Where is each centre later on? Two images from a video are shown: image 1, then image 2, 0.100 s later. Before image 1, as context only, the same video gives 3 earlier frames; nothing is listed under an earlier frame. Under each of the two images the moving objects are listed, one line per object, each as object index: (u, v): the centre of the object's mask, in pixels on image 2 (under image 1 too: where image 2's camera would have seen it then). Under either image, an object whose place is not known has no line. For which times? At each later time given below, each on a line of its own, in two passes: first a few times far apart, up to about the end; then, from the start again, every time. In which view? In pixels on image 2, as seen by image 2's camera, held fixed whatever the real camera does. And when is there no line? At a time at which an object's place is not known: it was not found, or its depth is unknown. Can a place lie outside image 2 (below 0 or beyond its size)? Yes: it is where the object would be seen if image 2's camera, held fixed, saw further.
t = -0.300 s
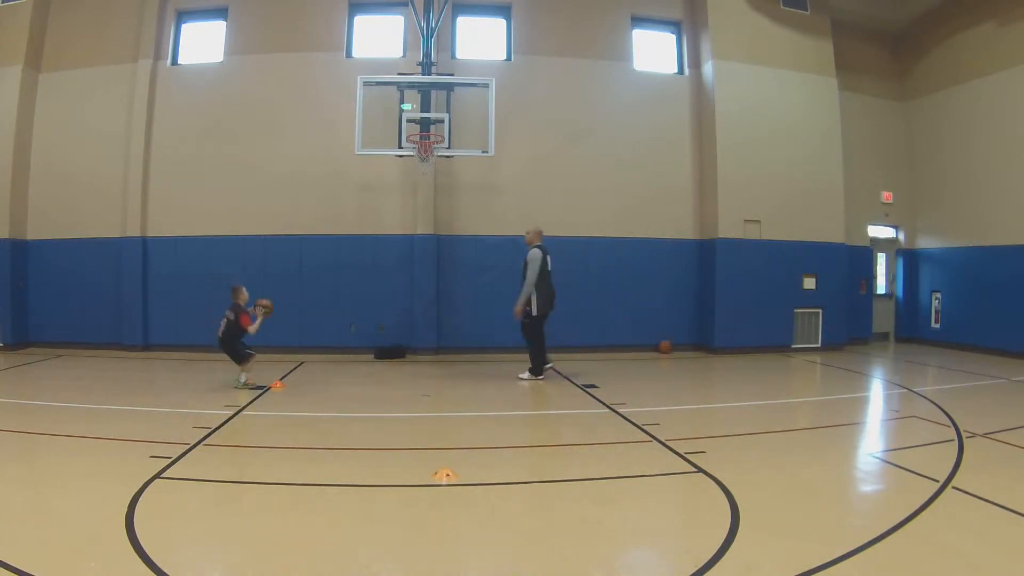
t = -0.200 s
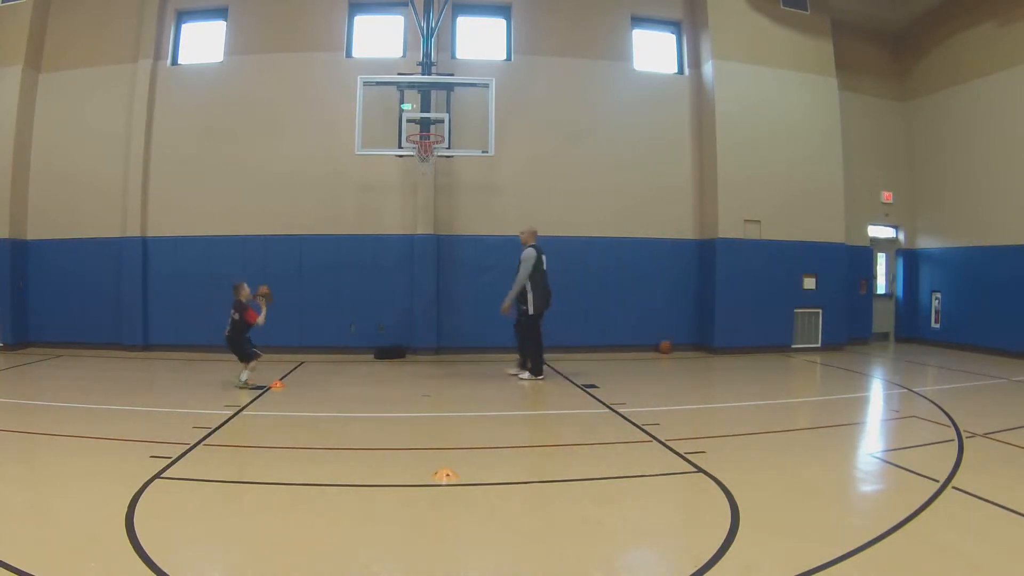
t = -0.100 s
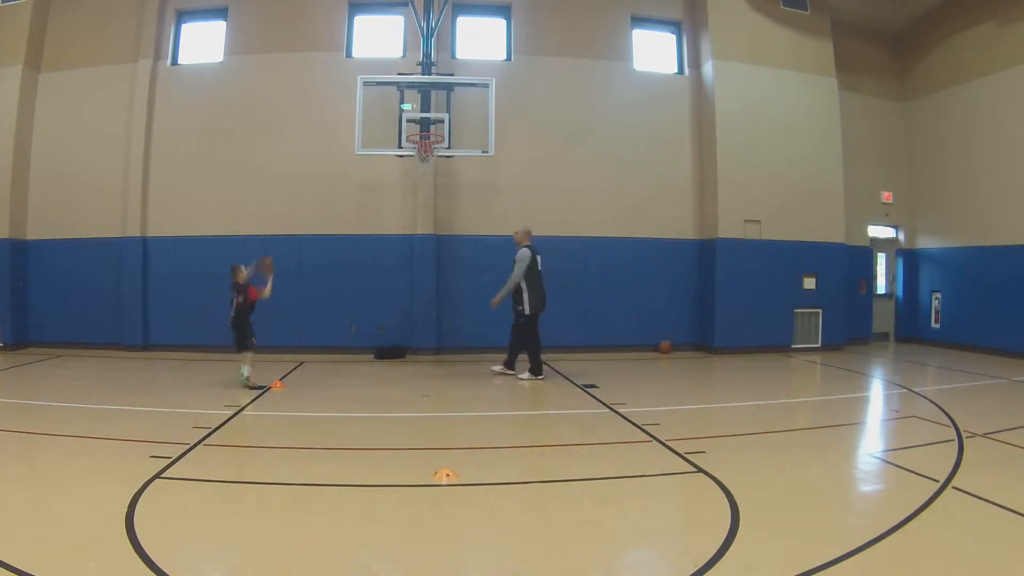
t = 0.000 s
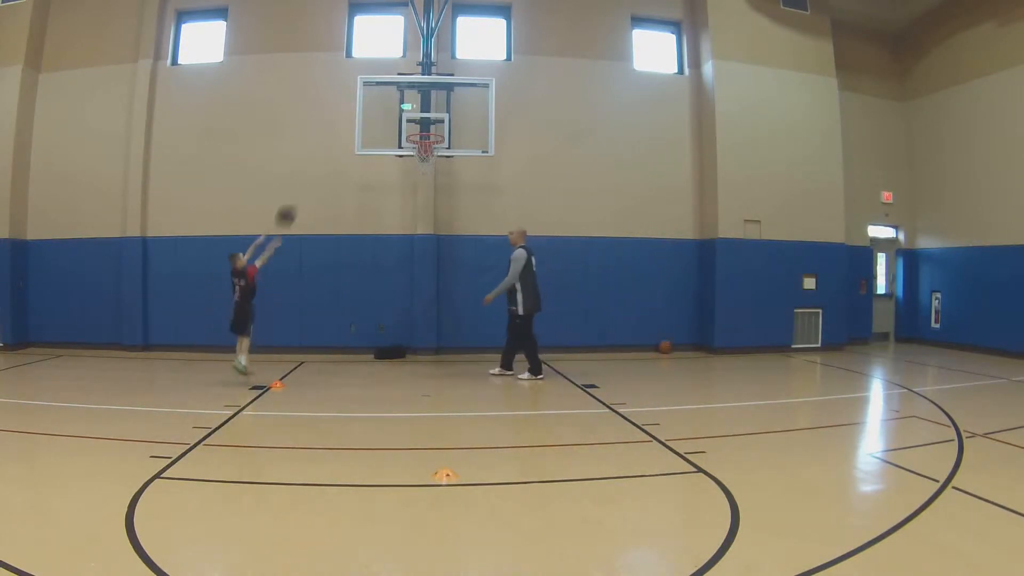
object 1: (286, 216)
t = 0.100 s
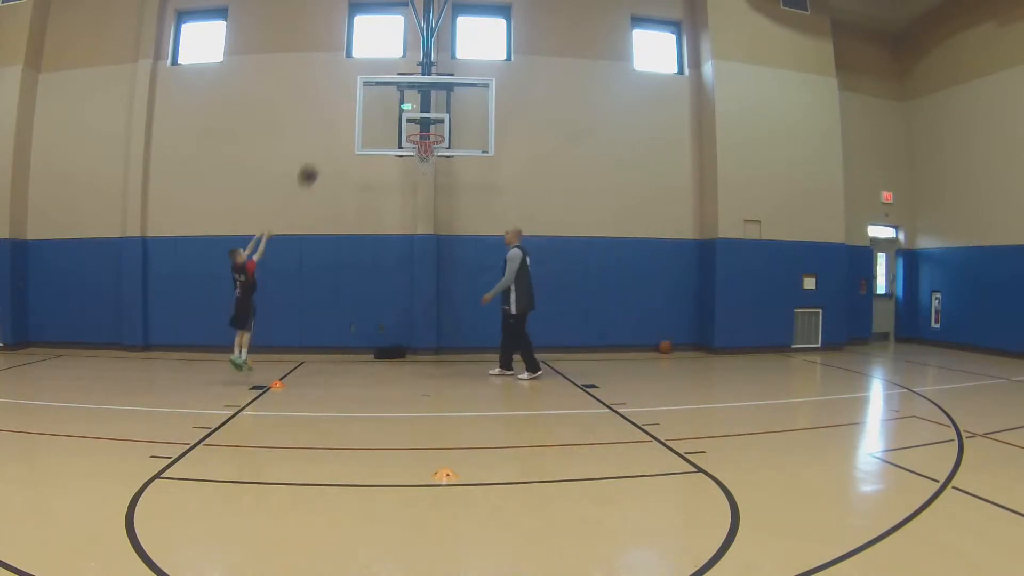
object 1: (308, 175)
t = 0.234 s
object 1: (335, 136)
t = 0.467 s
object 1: (378, 103)
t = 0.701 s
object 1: (405, 111)
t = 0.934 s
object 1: (431, 129)
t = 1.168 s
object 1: (424, 143)
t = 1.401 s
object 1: (413, 159)
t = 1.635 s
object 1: (428, 183)
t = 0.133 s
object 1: (315, 163)
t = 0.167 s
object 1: (322, 153)
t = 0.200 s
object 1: (329, 144)
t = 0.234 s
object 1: (335, 136)
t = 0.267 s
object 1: (342, 128)
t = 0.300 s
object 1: (348, 122)
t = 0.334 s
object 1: (355, 117)
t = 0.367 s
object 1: (360, 112)
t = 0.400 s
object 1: (367, 109)
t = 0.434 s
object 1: (373, 106)
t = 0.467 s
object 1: (378, 103)
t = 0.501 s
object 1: (384, 102)
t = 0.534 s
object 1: (388, 102)
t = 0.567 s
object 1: (392, 102)
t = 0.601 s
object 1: (395, 103)
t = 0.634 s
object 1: (398, 105)
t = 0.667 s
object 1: (401, 107)
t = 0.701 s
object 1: (405, 111)
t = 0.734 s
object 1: (408, 115)
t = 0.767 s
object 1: (411, 120)
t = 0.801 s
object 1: (414, 126)
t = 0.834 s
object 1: (417, 127)
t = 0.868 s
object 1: (422, 127)
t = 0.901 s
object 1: (427, 127)
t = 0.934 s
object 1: (431, 129)
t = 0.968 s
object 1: (433, 129)
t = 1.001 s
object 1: (432, 129)
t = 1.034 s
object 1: (431, 129)
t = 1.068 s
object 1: (430, 130)
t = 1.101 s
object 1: (426, 129)
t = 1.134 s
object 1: (425, 142)
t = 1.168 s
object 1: (424, 143)
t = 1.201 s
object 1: (421, 145)
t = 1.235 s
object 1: (417, 148)
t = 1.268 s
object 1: (417, 150)
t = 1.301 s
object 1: (413, 153)
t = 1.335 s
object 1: (412, 155)
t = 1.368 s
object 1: (413, 157)
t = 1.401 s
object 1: (413, 159)
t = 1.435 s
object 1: (415, 162)
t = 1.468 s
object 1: (416, 163)
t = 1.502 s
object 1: (419, 164)
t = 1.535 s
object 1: (420, 171)
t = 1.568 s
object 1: (423, 174)
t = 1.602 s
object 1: (426, 177)
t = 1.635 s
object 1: (428, 183)
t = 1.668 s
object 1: (431, 190)
